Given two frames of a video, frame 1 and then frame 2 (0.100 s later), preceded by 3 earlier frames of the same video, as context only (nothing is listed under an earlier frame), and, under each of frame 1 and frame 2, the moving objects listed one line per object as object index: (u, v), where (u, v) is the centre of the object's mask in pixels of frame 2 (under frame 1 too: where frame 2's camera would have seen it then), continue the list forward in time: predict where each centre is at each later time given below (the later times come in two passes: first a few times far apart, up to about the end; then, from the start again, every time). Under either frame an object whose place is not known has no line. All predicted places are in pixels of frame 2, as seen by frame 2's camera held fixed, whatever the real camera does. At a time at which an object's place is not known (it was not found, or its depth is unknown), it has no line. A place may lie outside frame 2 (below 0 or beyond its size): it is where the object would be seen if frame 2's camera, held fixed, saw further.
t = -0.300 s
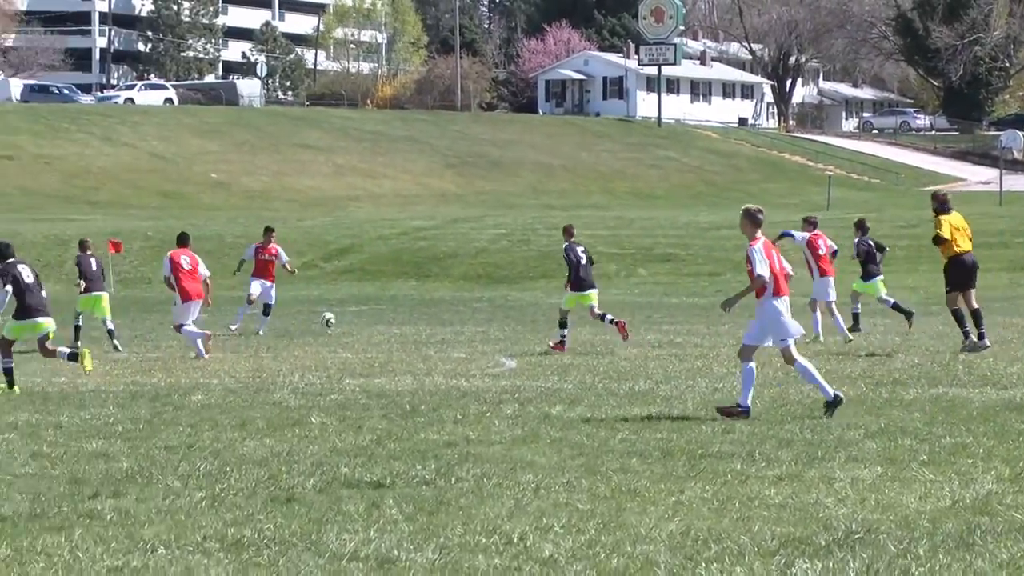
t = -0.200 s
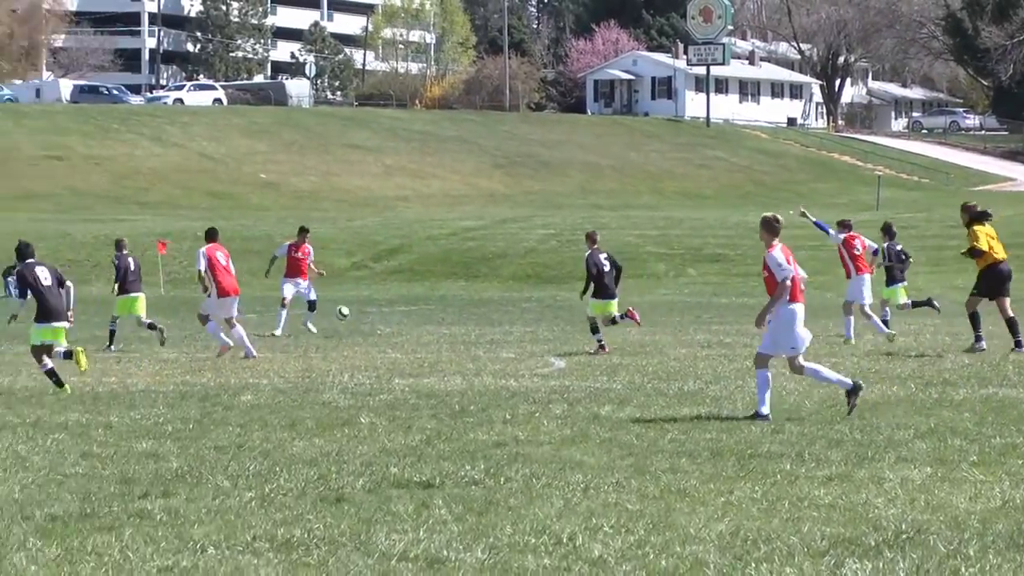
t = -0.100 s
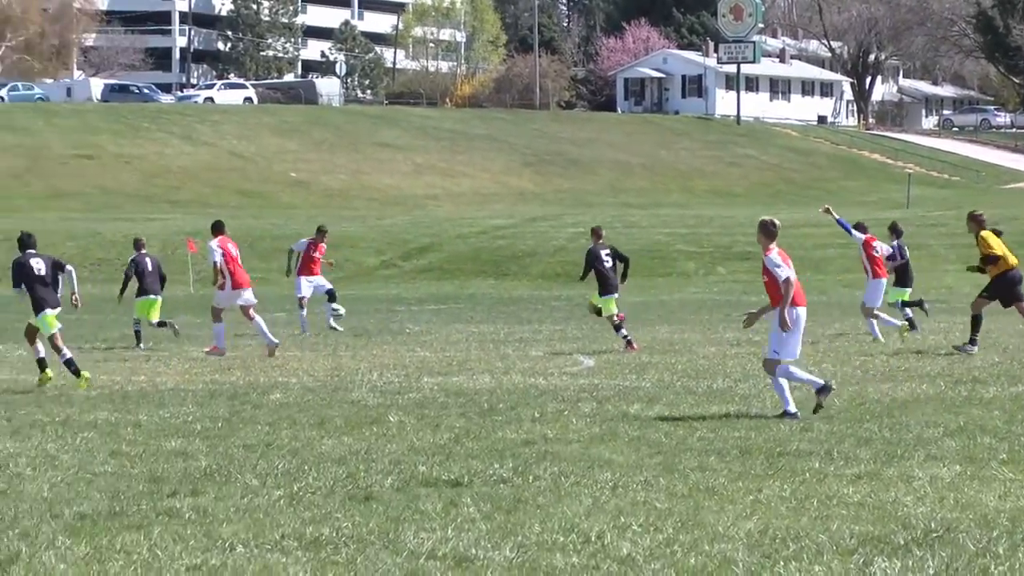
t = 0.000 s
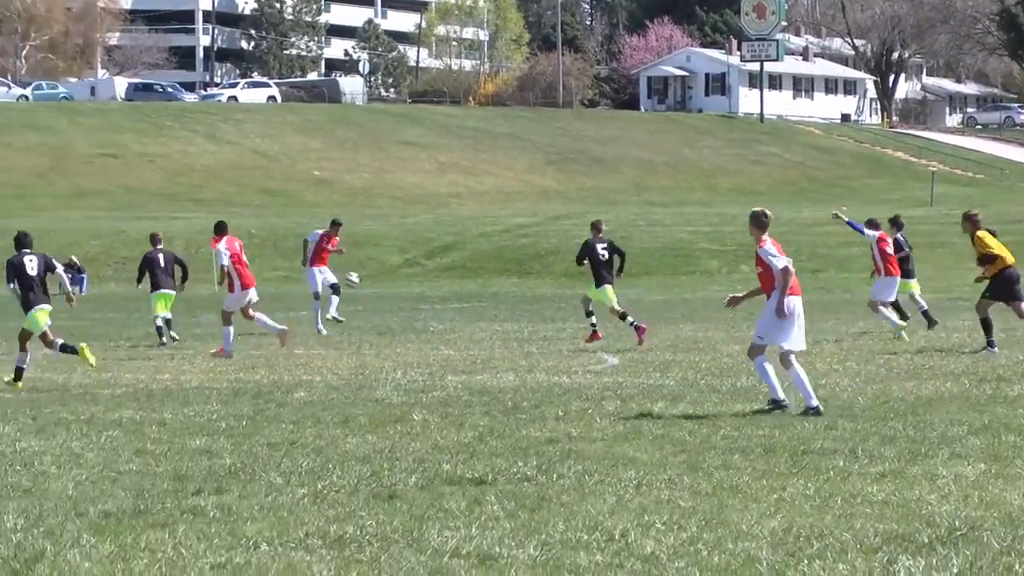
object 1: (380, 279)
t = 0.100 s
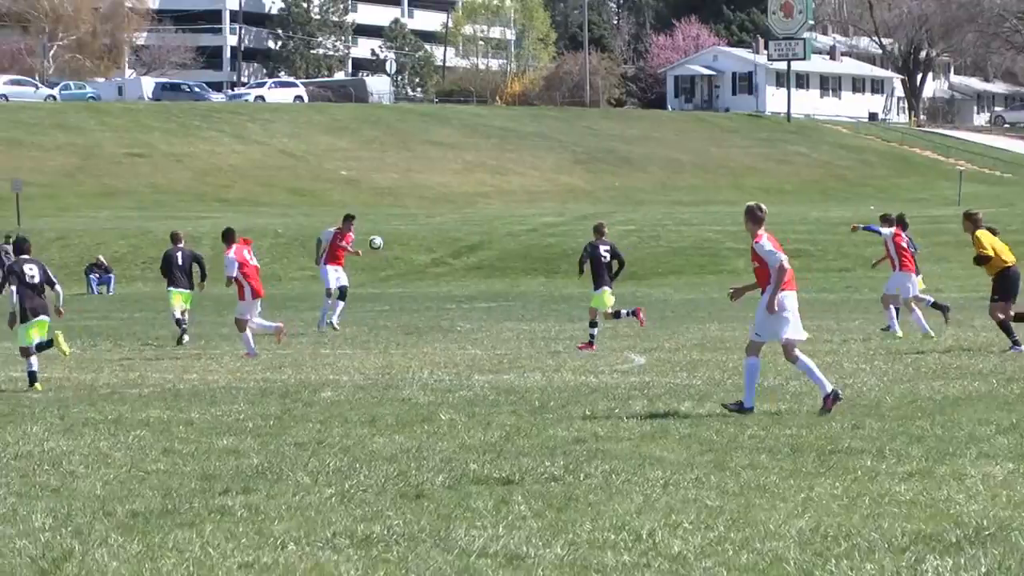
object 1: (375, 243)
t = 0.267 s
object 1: (369, 194)
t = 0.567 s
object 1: (355, 150)
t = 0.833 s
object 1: (343, 162)
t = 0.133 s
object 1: (374, 231)
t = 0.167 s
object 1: (372, 221)
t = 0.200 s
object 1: (370, 212)
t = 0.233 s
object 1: (370, 203)
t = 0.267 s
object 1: (369, 194)
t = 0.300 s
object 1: (366, 187)
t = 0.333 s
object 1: (364, 180)
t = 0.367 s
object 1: (363, 174)
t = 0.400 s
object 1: (362, 168)
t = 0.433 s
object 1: (361, 162)
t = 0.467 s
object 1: (359, 158)
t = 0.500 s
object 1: (358, 155)
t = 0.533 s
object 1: (356, 152)
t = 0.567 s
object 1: (355, 150)
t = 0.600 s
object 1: (354, 148)
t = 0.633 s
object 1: (352, 148)
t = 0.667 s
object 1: (351, 148)
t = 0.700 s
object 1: (350, 149)
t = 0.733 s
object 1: (349, 150)
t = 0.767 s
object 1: (347, 152)
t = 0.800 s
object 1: (345, 157)
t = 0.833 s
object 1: (343, 162)
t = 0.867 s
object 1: (343, 166)
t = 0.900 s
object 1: (342, 172)
